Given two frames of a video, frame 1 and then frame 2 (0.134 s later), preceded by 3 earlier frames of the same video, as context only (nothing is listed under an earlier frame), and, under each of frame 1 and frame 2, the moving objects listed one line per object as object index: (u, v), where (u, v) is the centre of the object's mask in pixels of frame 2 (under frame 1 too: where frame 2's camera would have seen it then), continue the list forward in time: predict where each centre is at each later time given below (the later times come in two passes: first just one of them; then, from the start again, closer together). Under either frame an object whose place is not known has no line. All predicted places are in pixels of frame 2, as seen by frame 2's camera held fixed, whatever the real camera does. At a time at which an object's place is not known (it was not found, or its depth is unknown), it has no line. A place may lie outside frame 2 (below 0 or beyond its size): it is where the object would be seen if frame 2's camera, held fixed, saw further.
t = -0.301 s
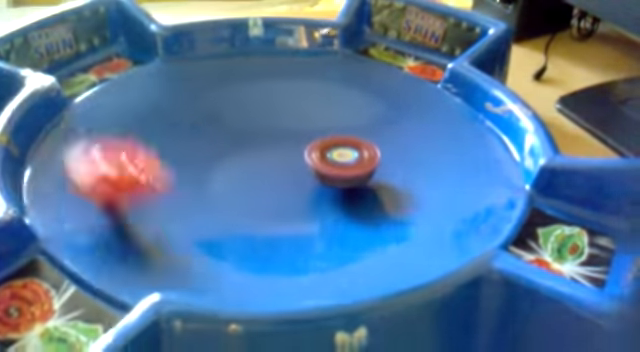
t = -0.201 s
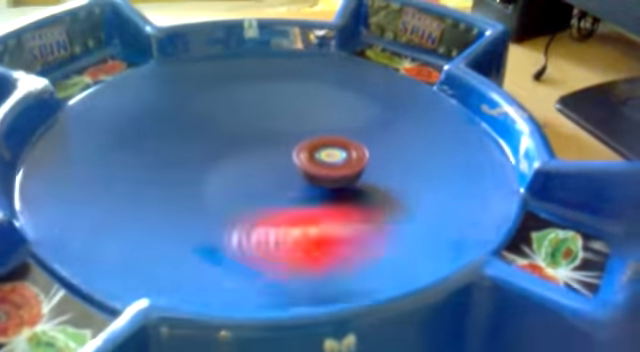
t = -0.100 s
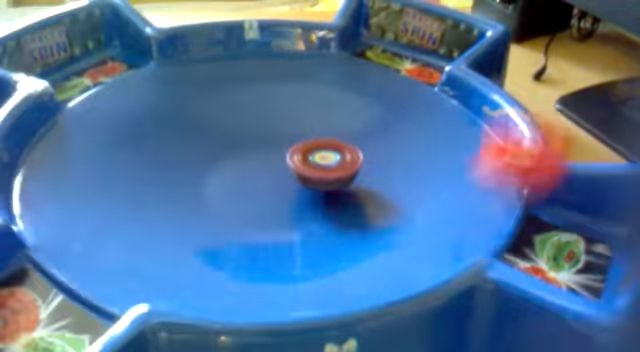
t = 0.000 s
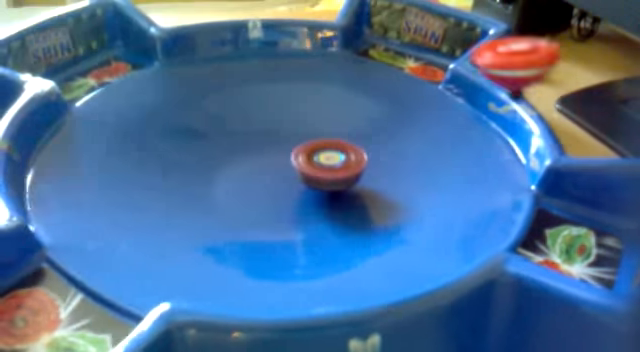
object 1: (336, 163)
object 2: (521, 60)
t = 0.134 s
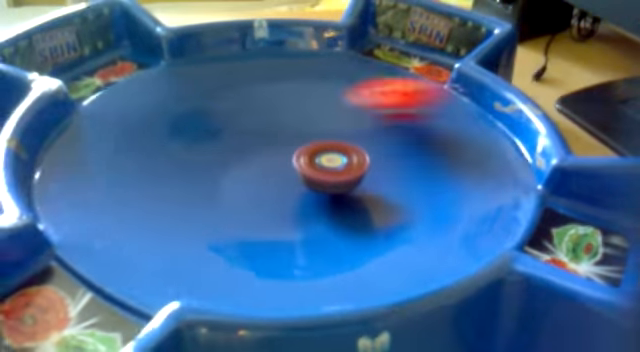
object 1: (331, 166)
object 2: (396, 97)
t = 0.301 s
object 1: (327, 167)
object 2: (92, 139)
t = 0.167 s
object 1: (330, 165)
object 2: (340, 102)
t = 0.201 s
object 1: (329, 166)
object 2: (277, 107)
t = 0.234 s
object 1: (329, 167)
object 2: (215, 115)
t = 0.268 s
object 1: (328, 167)
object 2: (154, 123)
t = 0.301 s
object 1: (327, 167)
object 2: (92, 139)
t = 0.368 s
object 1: (331, 166)
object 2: (52, 153)
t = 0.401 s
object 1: (332, 167)
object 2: (60, 161)
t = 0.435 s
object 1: (331, 167)
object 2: (69, 189)
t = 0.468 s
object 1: (329, 168)
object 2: (79, 240)
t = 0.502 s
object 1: (326, 167)
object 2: (86, 294)
